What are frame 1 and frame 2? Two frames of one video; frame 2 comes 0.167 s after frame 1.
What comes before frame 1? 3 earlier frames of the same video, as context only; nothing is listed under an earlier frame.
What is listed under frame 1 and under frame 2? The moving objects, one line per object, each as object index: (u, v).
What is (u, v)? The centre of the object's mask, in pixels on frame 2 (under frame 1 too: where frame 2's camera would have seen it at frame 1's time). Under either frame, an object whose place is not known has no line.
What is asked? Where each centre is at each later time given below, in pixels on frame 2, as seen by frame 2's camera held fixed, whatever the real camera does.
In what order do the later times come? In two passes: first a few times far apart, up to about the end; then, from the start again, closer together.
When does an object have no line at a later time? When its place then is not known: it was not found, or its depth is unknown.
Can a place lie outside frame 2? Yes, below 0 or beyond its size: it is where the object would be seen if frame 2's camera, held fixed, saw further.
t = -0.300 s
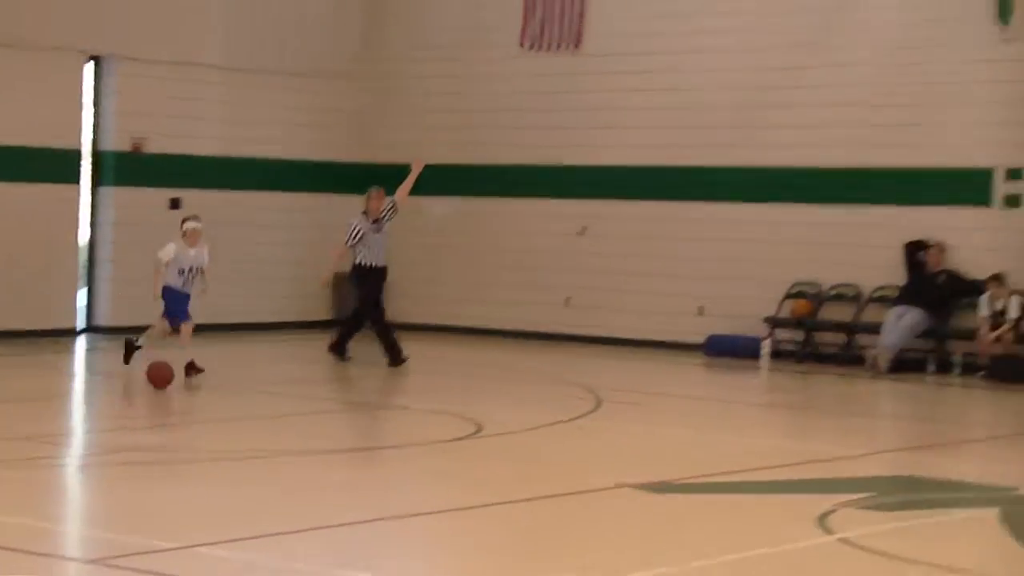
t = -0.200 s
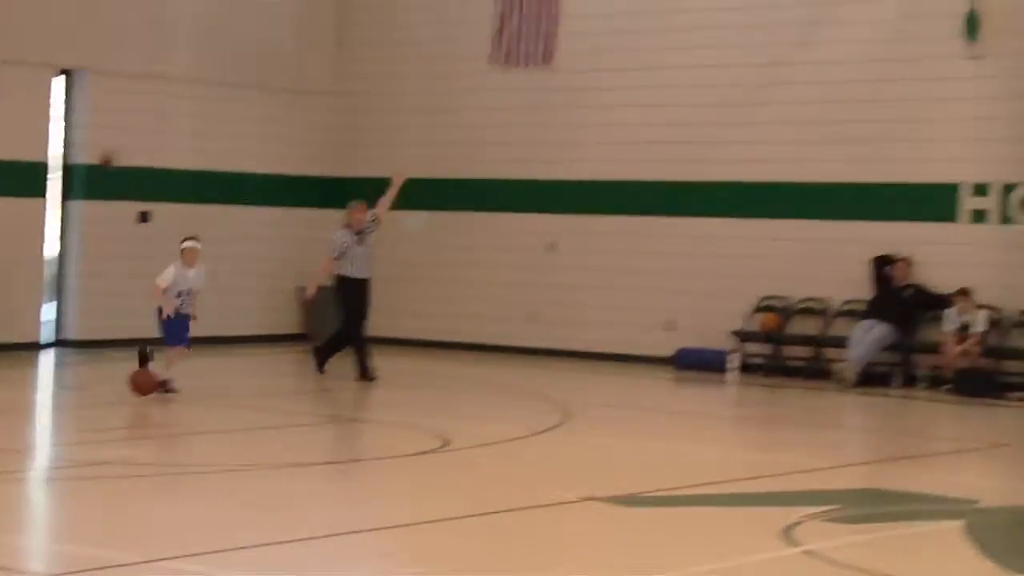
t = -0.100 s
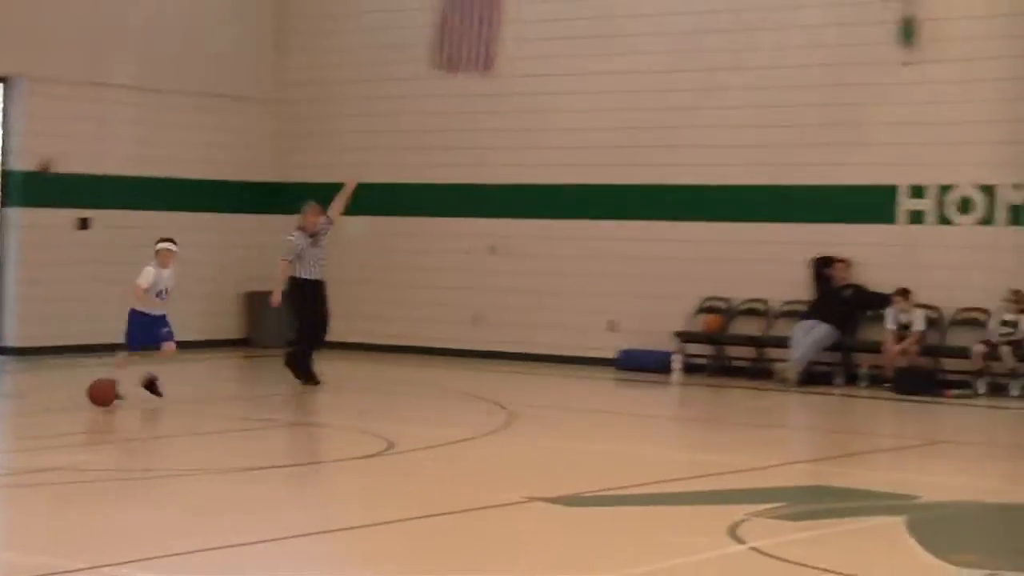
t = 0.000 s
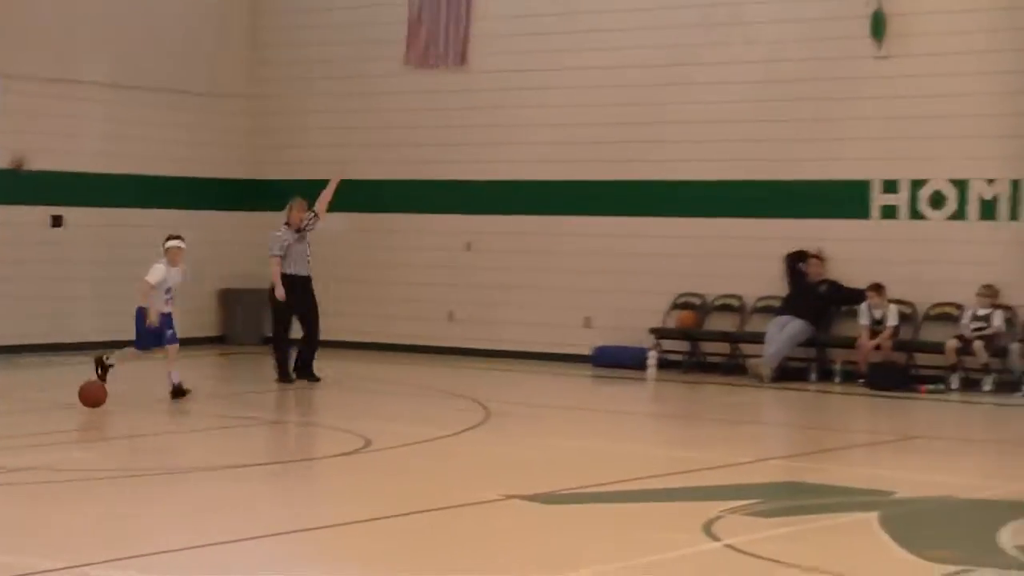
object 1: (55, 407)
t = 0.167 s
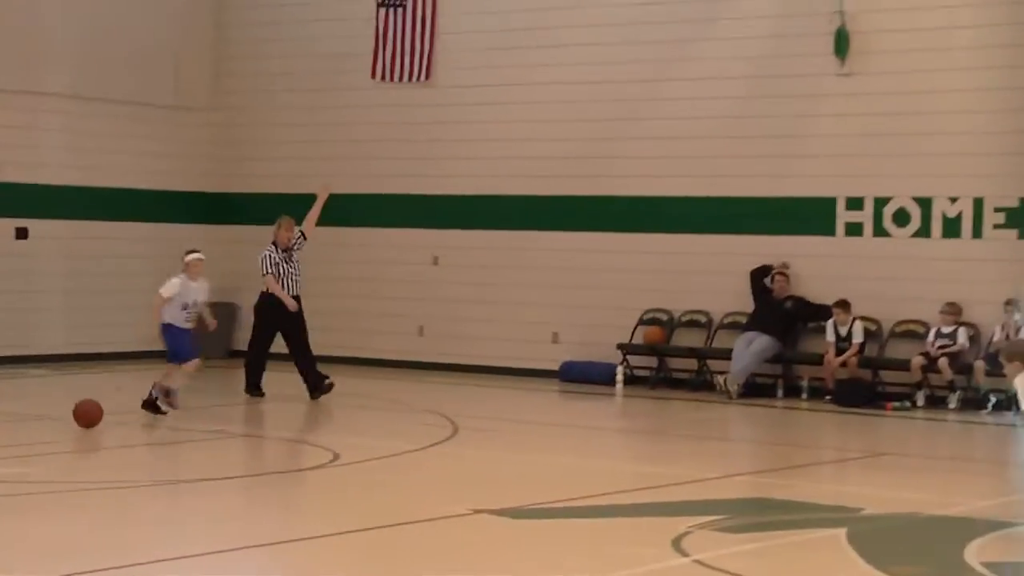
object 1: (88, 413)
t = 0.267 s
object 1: (105, 410)
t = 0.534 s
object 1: (154, 419)
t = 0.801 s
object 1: (204, 423)
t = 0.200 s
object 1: (94, 411)
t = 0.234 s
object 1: (100, 410)
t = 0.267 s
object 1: (105, 410)
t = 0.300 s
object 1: (111, 412)
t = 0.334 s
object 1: (119, 414)
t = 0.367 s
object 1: (124, 416)
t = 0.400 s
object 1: (128, 414)
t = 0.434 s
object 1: (133, 414)
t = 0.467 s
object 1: (141, 414)
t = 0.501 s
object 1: (149, 416)
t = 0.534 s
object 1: (154, 419)
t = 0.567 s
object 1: (160, 418)
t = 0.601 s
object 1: (167, 417)
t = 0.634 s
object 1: (172, 418)
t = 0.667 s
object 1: (178, 420)
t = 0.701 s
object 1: (185, 422)
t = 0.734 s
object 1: (192, 421)
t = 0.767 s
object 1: (198, 421)
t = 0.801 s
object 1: (204, 423)
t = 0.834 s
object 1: (212, 424)
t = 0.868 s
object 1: (217, 423)
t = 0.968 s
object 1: (238, 426)
